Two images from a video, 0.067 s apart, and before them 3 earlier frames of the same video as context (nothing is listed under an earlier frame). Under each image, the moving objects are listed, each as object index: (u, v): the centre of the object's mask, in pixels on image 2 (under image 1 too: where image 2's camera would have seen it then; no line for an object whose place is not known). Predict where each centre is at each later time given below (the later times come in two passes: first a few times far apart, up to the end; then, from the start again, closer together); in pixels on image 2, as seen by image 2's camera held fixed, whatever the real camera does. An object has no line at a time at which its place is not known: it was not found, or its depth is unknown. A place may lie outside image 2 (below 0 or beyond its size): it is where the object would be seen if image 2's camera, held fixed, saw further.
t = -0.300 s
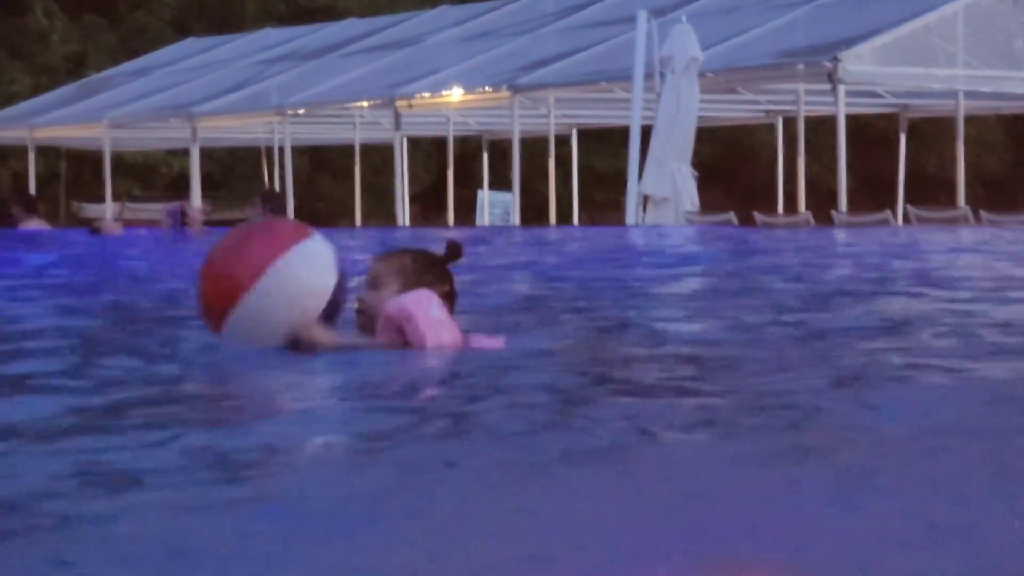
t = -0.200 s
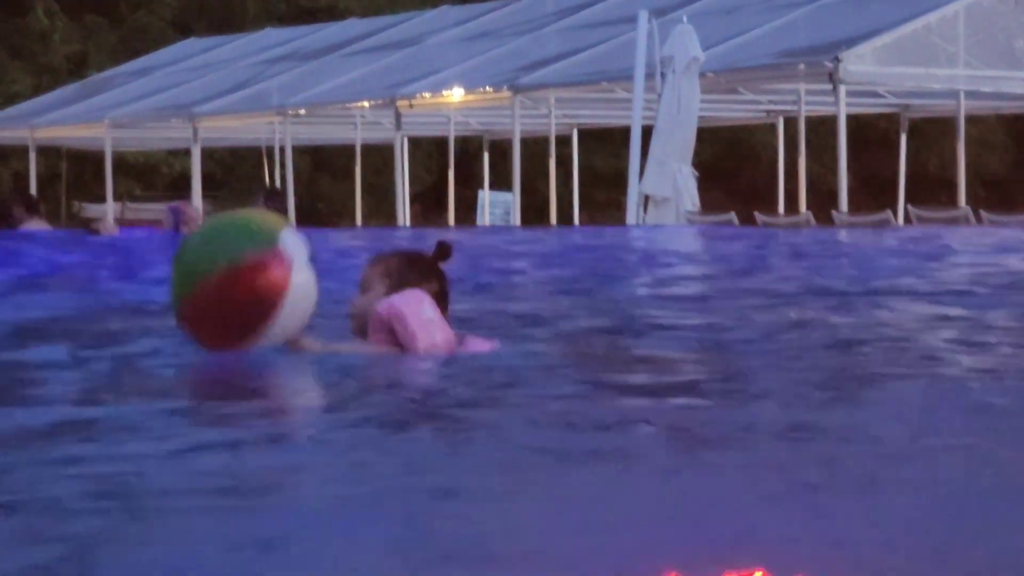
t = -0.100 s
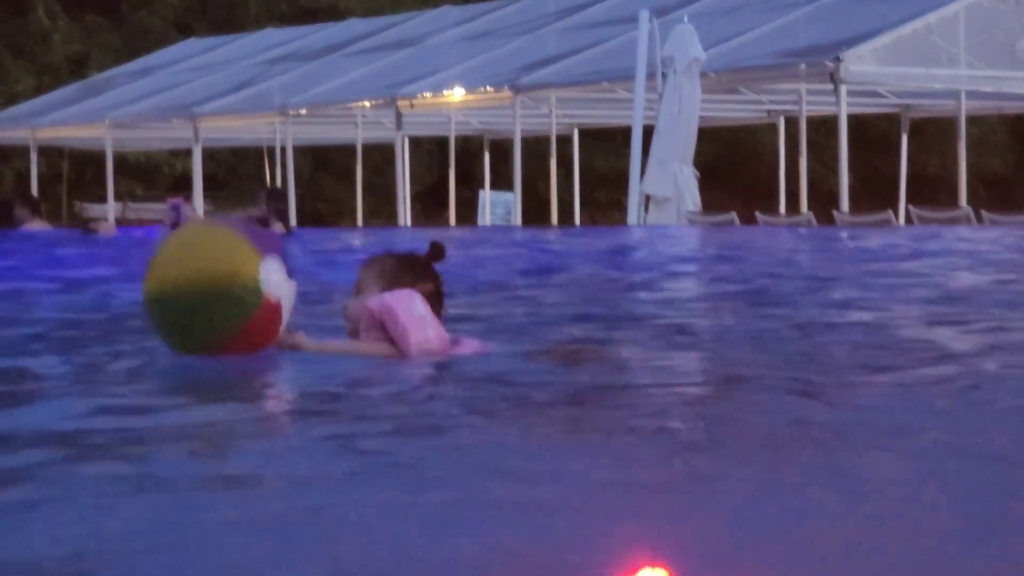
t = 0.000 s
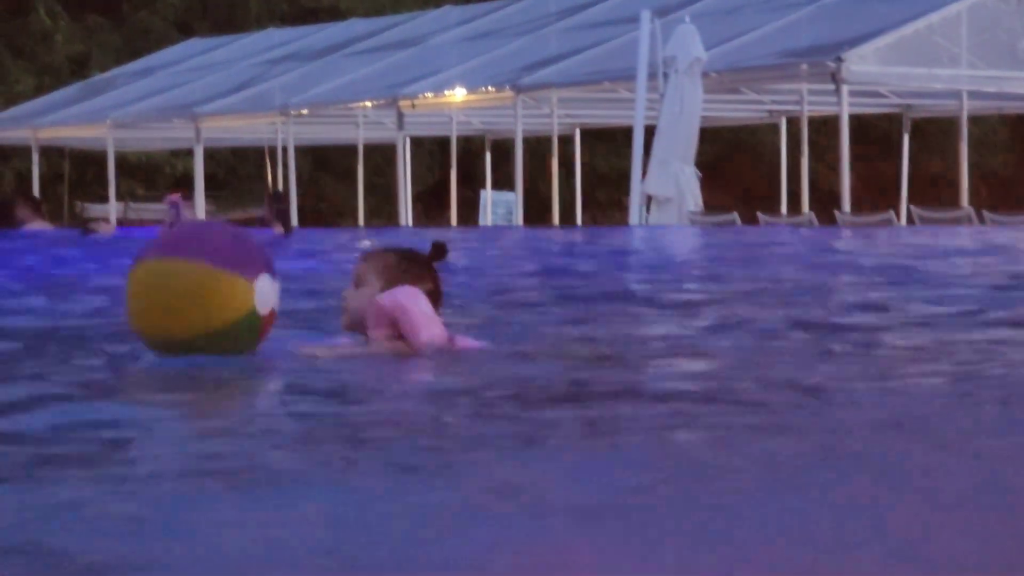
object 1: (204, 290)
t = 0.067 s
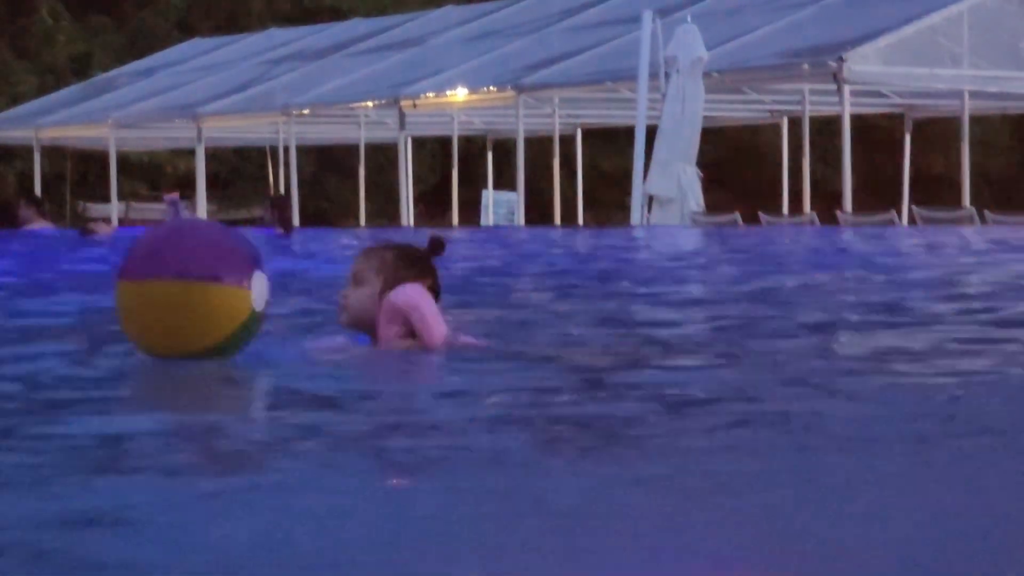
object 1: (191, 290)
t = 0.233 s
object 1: (160, 287)
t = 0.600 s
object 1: (100, 299)
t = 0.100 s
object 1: (184, 289)
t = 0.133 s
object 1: (177, 289)
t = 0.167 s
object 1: (171, 289)
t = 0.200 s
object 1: (166, 288)
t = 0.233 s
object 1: (160, 287)
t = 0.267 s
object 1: (155, 286)
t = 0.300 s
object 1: (150, 285)
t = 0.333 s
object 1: (143, 286)
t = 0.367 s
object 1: (137, 287)
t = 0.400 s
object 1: (131, 290)
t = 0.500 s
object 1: (115, 295)
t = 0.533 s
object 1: (110, 296)
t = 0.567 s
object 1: (105, 297)
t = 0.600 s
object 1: (100, 299)
